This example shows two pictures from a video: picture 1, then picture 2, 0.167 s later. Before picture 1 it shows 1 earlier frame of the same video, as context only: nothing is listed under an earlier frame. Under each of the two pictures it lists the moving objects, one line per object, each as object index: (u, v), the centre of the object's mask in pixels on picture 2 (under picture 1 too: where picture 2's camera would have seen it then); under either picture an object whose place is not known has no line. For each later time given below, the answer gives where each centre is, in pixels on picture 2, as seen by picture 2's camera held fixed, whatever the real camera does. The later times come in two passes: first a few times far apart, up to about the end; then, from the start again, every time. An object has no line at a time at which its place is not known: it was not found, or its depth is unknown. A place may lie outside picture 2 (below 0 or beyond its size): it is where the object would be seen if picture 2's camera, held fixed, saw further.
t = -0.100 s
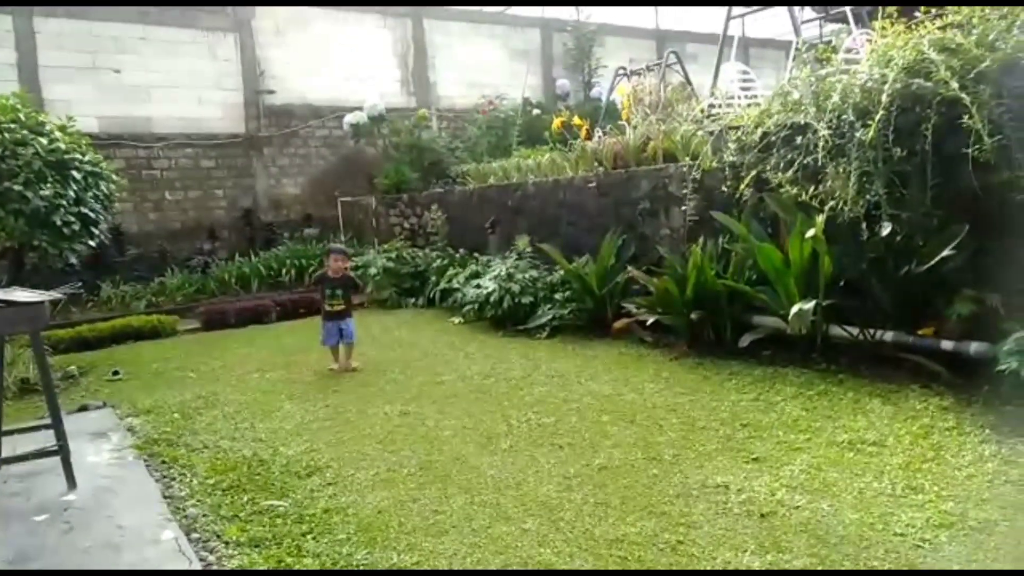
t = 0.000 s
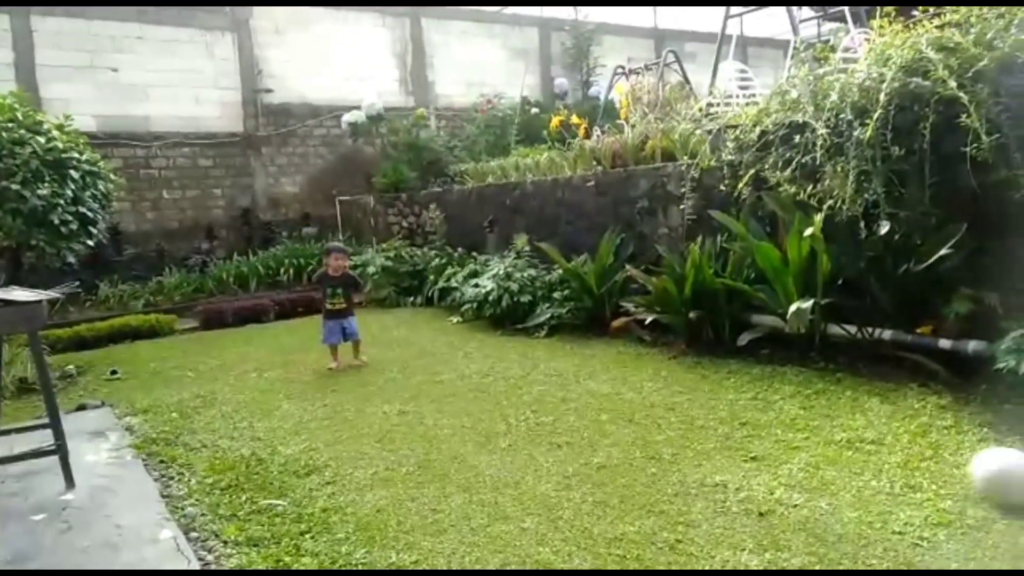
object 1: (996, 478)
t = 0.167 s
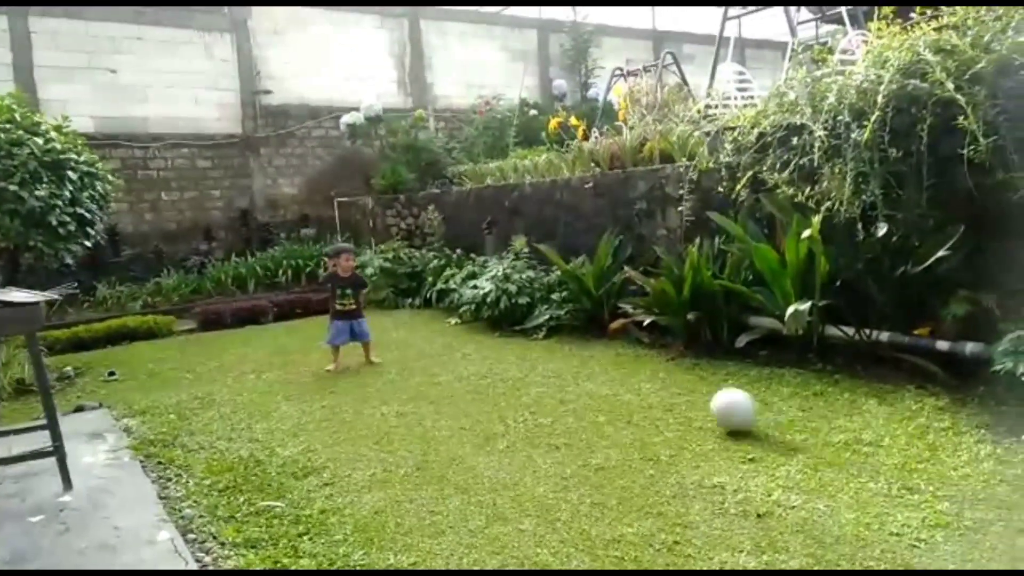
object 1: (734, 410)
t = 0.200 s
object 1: (707, 401)
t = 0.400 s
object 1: (578, 374)
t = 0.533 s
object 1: (519, 361)
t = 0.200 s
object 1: (707, 401)
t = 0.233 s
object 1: (680, 391)
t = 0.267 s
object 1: (656, 388)
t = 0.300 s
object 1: (634, 389)
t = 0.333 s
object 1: (614, 384)
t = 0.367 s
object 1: (596, 377)
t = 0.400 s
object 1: (578, 374)
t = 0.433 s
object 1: (562, 373)
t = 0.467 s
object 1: (548, 369)
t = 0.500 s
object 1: (533, 364)
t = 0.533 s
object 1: (519, 361)
